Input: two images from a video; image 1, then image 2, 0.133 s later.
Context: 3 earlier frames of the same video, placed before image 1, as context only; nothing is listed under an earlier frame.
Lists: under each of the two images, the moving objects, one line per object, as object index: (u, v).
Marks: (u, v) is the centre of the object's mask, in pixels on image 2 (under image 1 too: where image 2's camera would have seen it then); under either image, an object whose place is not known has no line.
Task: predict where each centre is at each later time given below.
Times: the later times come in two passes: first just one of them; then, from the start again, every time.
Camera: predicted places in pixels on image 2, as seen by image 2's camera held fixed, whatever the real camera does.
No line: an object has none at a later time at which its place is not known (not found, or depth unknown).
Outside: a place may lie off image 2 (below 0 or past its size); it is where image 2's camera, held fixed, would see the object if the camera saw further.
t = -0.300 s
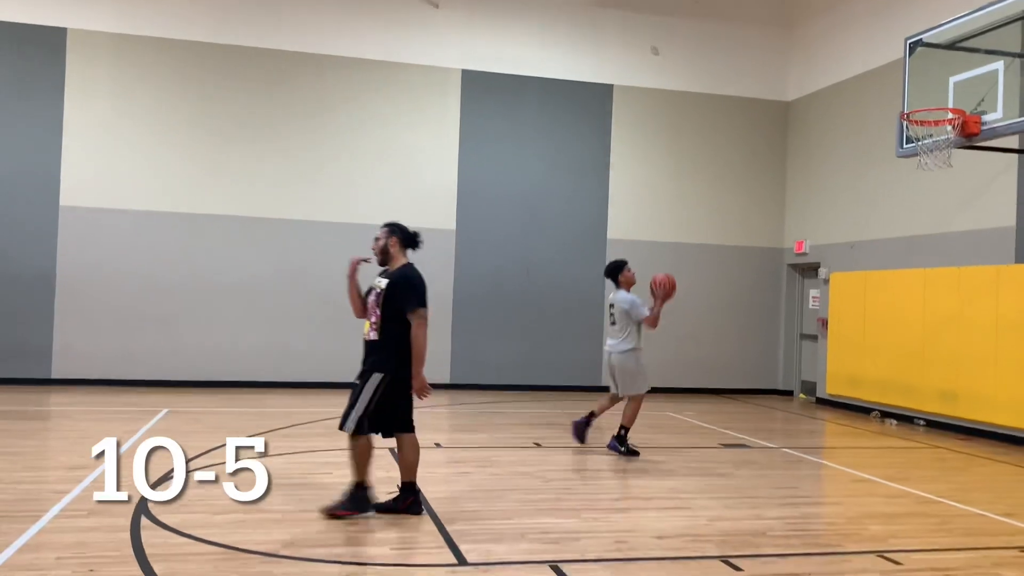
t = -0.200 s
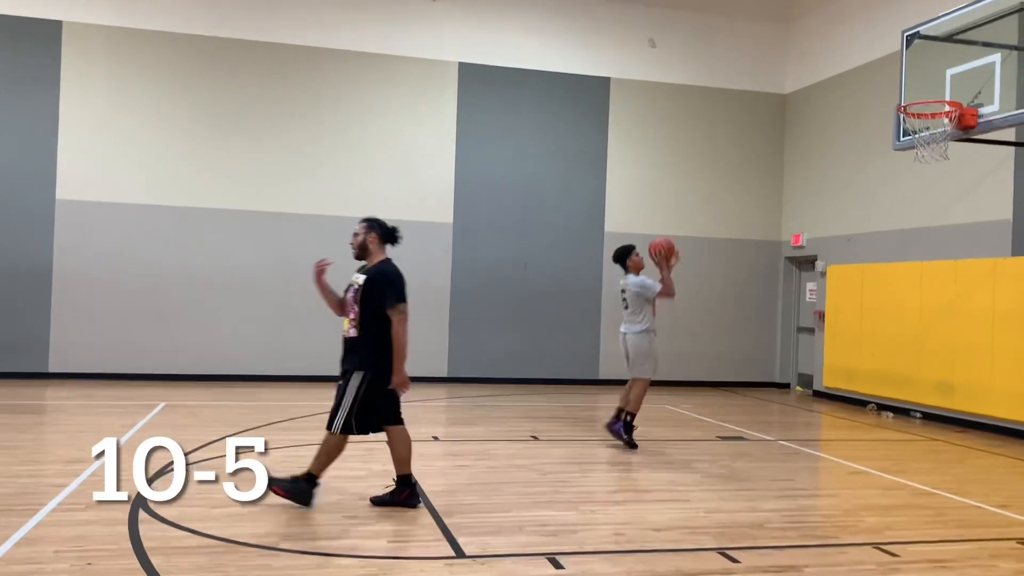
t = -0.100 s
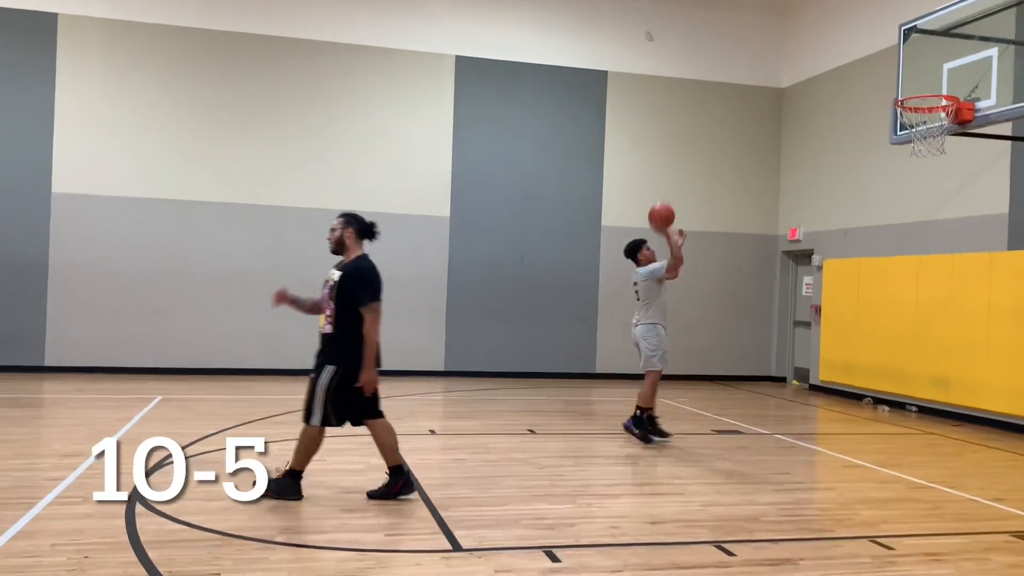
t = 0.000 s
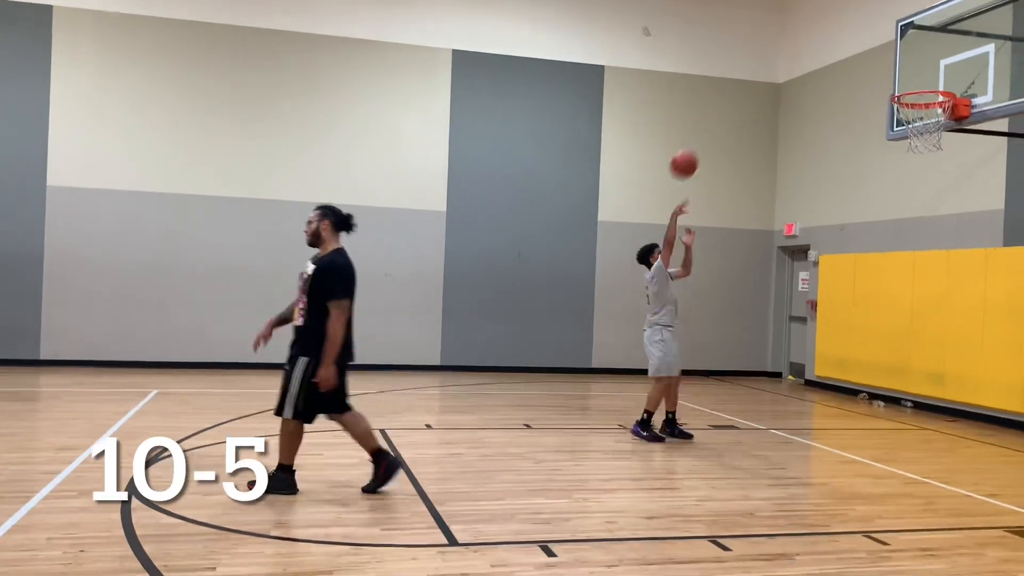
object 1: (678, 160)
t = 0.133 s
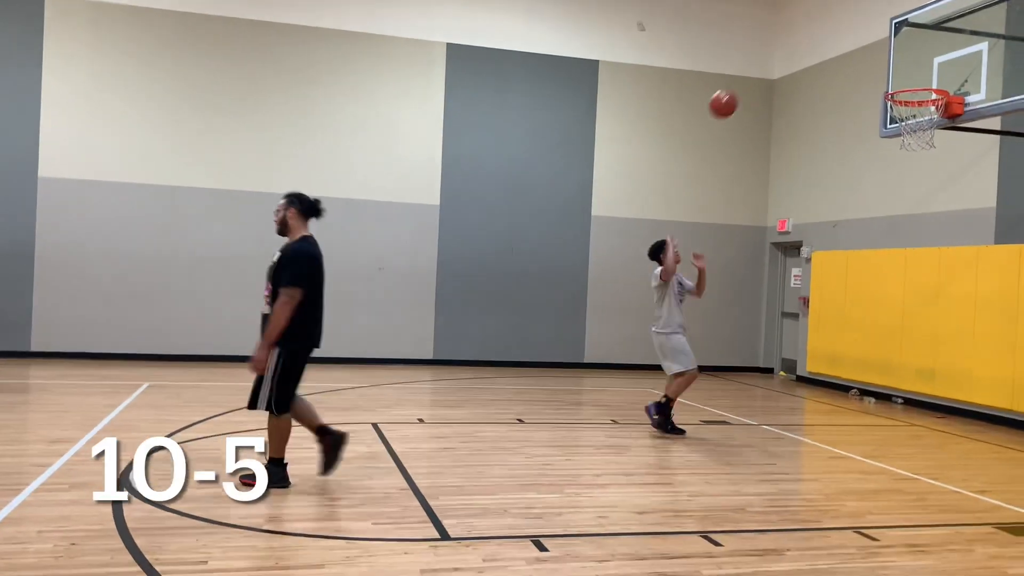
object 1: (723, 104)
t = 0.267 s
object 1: (768, 67)
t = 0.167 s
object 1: (735, 93)
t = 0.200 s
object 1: (746, 83)
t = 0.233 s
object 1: (757, 74)
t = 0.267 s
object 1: (768, 67)
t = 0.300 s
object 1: (780, 60)
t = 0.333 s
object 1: (791, 55)
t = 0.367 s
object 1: (802, 51)
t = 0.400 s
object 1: (813, 49)
